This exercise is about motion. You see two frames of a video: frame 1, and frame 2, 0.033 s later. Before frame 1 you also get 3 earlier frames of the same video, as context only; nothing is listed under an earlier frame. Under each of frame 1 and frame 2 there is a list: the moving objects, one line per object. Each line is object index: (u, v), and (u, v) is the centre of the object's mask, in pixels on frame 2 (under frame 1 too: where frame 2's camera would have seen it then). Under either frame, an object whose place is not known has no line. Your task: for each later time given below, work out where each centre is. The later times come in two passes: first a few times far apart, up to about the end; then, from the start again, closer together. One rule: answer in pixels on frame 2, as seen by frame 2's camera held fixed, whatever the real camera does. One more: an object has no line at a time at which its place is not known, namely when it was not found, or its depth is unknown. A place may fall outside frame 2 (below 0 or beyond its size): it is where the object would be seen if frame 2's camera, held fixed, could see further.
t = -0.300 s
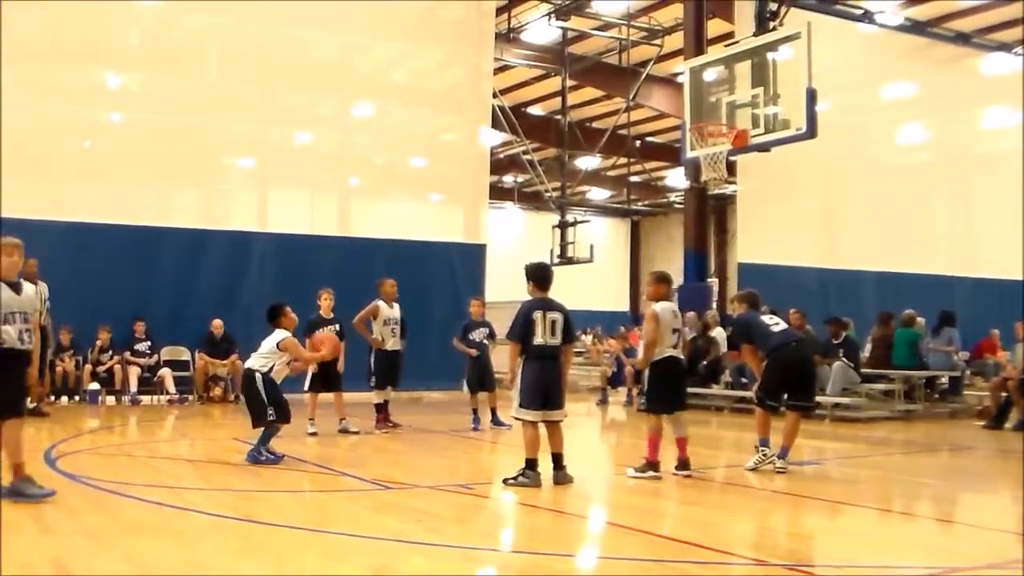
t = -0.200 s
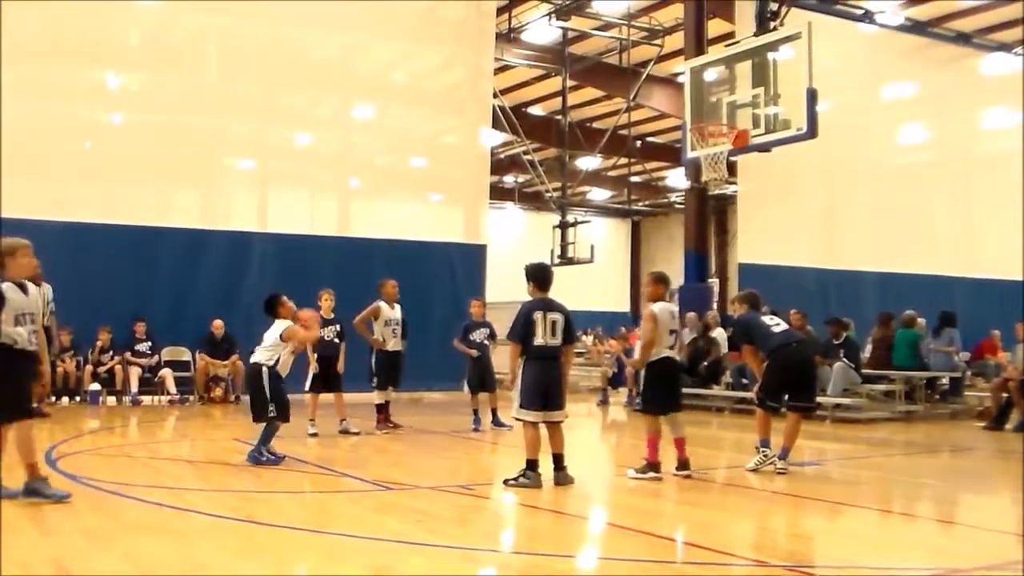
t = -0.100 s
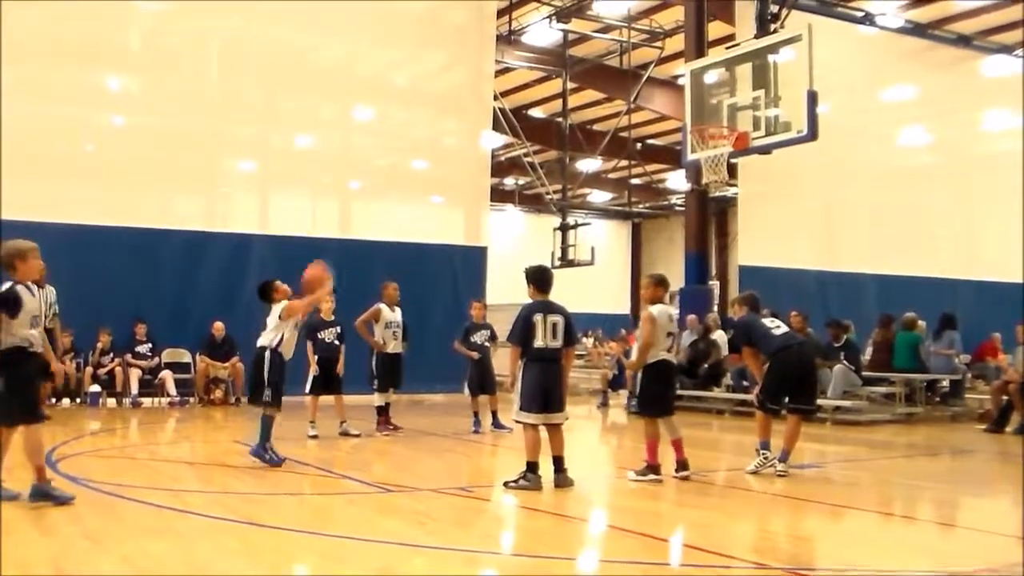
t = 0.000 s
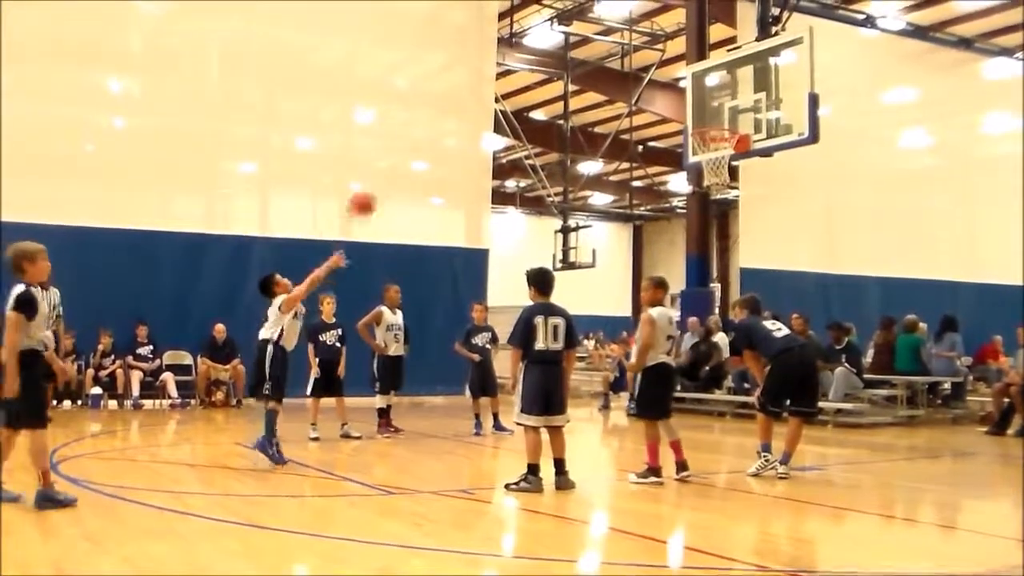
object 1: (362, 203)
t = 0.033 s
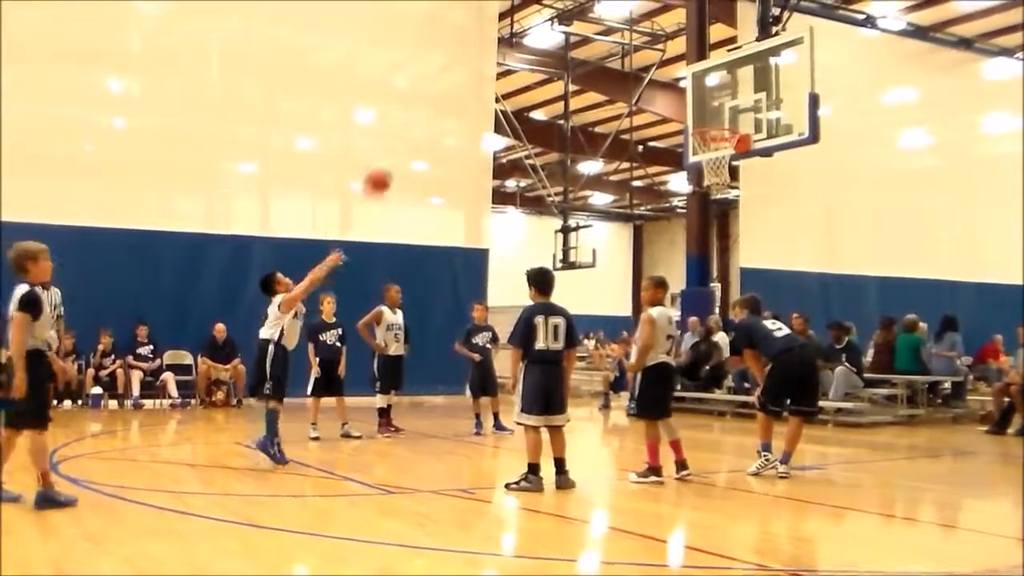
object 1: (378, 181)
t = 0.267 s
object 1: (473, 66)
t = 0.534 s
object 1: (566, 19)
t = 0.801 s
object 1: (652, 46)
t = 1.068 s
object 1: (720, 129)
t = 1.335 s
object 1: (697, 147)
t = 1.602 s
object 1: (694, 187)
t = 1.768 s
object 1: (690, 252)
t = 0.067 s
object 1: (393, 159)
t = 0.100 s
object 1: (406, 139)
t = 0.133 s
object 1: (420, 123)
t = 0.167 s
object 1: (433, 106)
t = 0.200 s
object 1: (447, 91)
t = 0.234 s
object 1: (460, 77)
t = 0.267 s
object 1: (473, 66)
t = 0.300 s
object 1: (486, 56)
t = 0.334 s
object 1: (499, 46)
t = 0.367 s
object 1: (509, 39)
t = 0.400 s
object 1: (520, 33)
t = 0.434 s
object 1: (533, 25)
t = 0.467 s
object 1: (547, 22)
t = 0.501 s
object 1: (558, 19)
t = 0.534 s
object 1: (566, 19)
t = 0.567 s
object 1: (577, 18)
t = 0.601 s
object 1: (588, 19)
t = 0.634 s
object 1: (599, 22)
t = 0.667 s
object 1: (611, 23)
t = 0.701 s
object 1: (623, 29)
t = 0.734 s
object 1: (631, 33)
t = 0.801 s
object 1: (652, 46)
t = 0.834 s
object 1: (663, 53)
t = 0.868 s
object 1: (672, 63)
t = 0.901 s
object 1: (683, 76)
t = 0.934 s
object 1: (691, 86)
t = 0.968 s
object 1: (701, 98)
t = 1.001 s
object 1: (710, 110)
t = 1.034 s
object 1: (720, 125)
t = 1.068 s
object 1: (720, 129)
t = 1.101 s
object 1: (709, 132)
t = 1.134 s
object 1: (709, 132)
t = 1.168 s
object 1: (718, 133)
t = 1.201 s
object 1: (721, 135)
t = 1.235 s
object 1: (716, 140)
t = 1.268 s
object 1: (719, 138)
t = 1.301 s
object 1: (698, 146)
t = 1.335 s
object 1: (697, 147)
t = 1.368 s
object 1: (695, 152)
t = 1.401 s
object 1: (694, 157)
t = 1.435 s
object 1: (693, 160)
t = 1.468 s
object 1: (692, 161)
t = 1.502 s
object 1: (691, 166)
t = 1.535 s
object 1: (691, 172)
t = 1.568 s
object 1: (692, 178)
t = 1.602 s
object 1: (694, 187)
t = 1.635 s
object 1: (691, 199)
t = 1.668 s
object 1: (692, 211)
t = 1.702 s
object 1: (691, 224)
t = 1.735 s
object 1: (691, 238)
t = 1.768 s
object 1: (690, 252)
